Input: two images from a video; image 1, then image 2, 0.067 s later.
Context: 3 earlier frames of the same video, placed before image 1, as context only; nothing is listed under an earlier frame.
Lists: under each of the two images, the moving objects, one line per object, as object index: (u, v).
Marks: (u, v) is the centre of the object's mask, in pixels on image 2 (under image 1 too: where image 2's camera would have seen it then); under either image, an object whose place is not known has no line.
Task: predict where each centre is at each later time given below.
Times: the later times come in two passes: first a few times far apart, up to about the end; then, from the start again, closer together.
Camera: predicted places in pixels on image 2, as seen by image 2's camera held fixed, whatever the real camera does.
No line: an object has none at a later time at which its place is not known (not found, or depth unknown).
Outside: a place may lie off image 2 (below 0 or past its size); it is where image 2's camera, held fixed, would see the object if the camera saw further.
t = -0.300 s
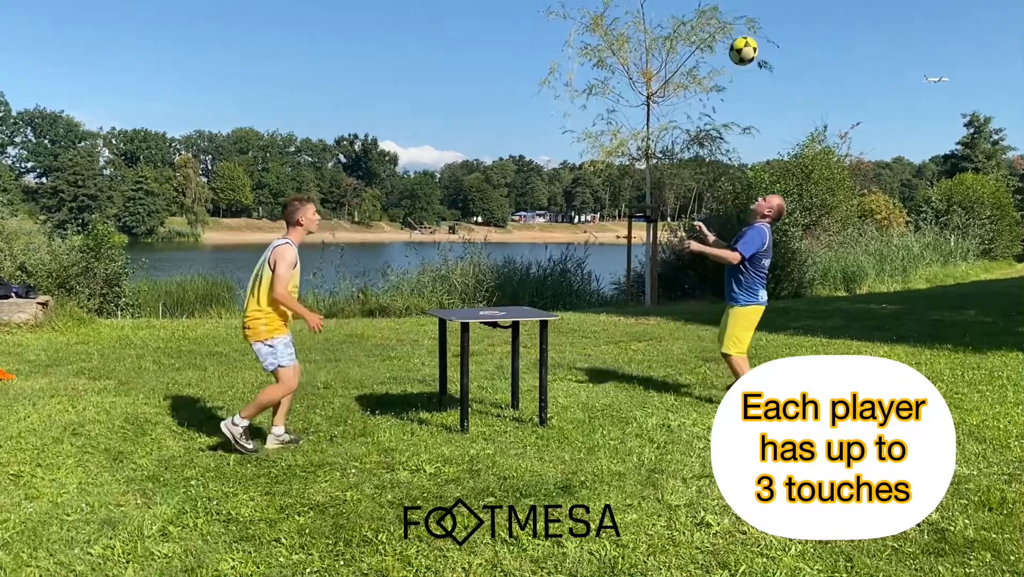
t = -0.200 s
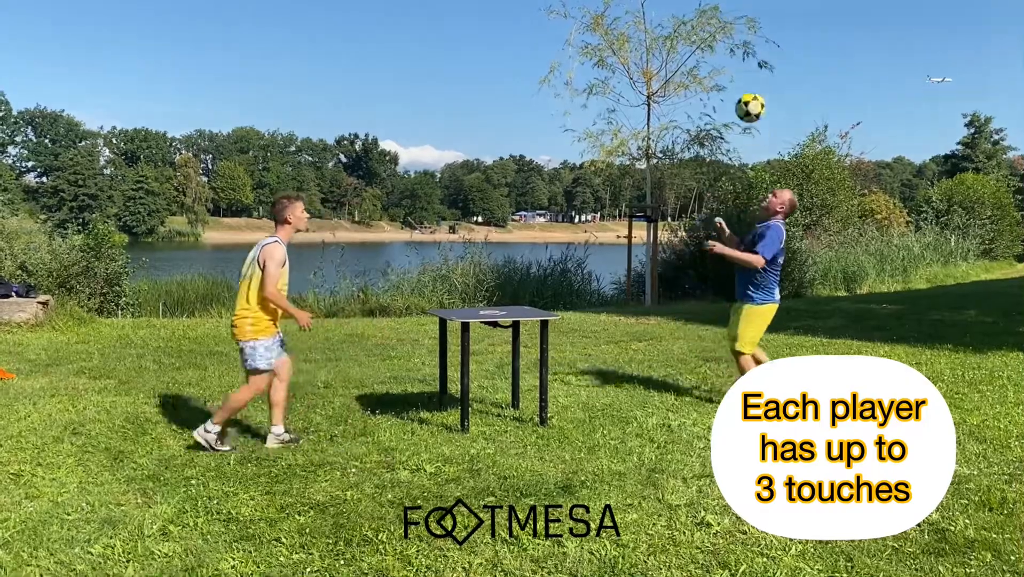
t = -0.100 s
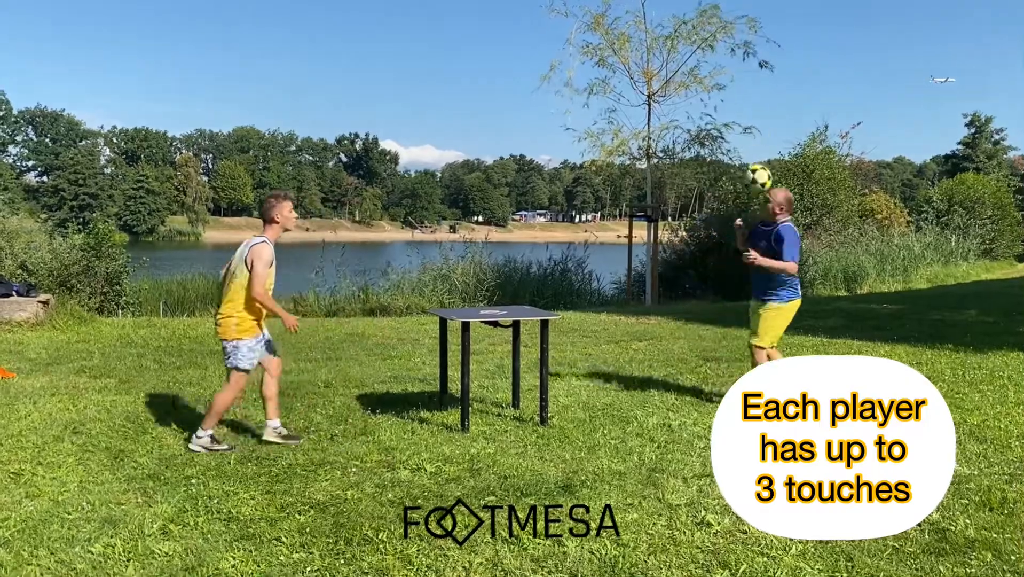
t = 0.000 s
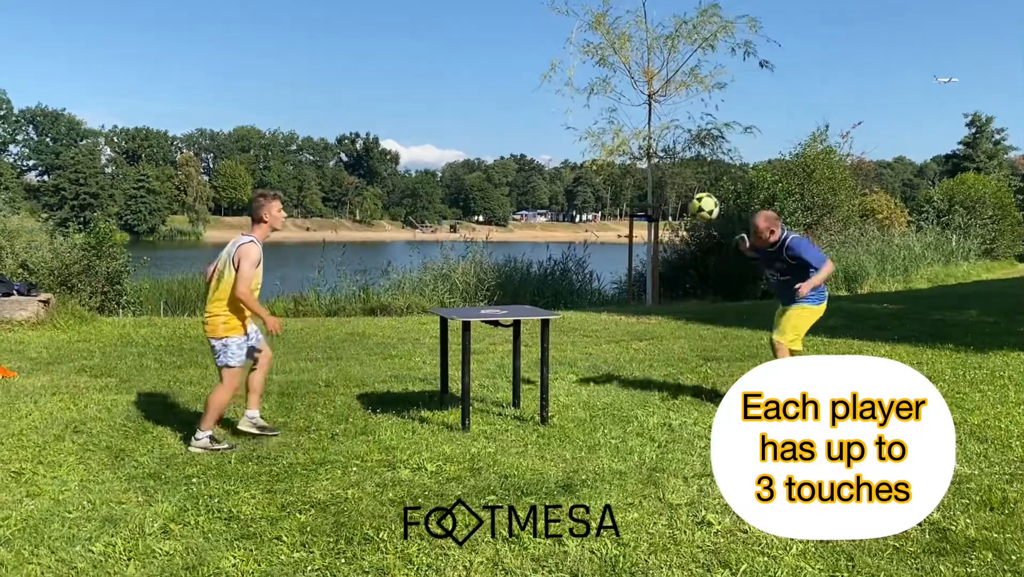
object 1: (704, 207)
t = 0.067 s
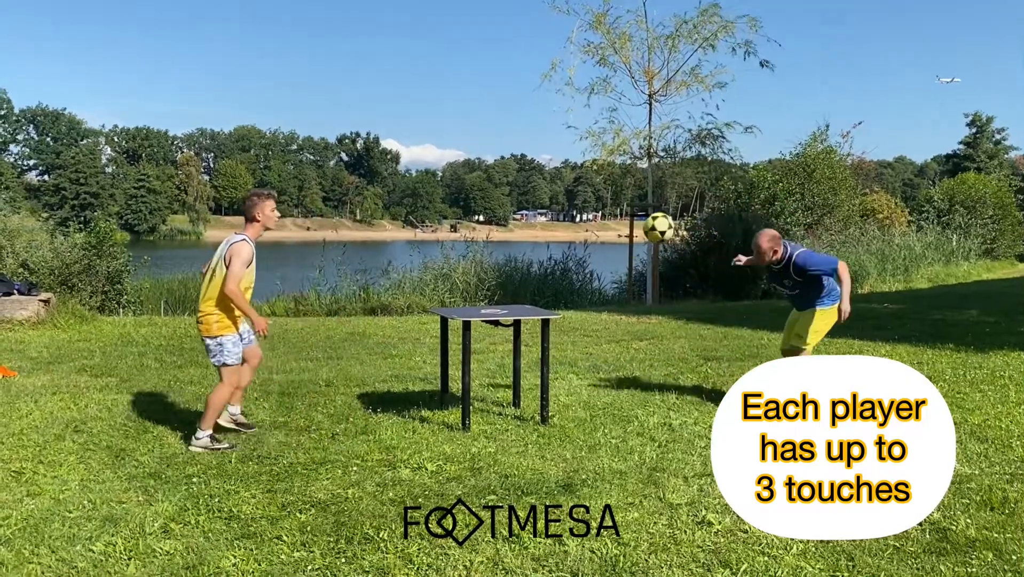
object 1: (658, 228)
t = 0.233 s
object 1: (542, 299)
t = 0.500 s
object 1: (399, 260)
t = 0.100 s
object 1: (635, 241)
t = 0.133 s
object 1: (611, 255)
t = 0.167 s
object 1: (588, 271)
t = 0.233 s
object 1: (542, 299)
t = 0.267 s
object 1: (525, 288)
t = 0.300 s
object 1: (509, 279)
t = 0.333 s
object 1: (491, 273)
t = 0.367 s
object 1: (474, 267)
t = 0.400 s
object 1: (455, 262)
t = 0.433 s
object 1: (437, 259)
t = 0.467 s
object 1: (418, 258)
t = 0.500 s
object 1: (399, 260)
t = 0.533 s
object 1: (380, 262)
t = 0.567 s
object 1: (360, 266)
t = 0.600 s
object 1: (341, 273)
